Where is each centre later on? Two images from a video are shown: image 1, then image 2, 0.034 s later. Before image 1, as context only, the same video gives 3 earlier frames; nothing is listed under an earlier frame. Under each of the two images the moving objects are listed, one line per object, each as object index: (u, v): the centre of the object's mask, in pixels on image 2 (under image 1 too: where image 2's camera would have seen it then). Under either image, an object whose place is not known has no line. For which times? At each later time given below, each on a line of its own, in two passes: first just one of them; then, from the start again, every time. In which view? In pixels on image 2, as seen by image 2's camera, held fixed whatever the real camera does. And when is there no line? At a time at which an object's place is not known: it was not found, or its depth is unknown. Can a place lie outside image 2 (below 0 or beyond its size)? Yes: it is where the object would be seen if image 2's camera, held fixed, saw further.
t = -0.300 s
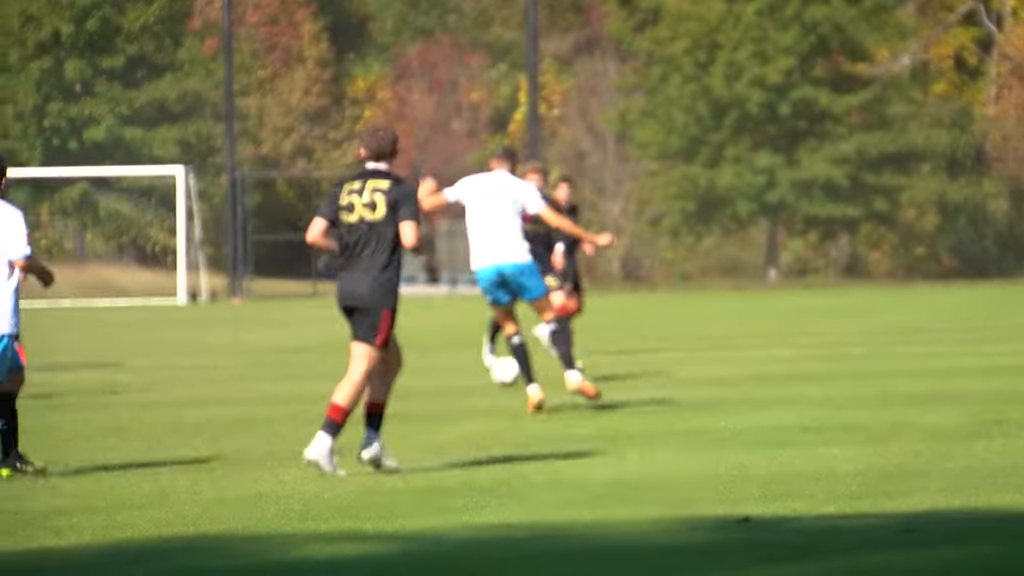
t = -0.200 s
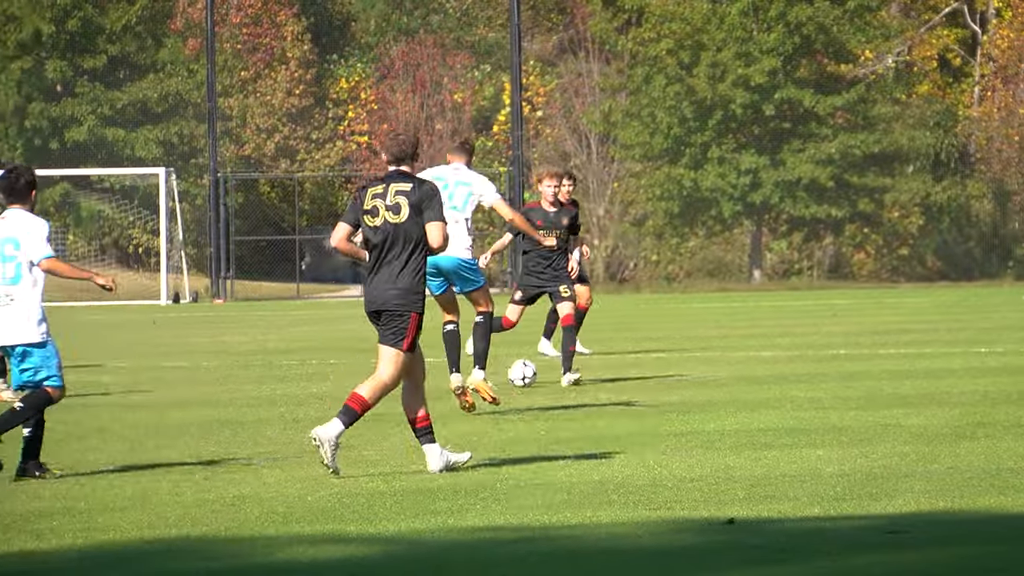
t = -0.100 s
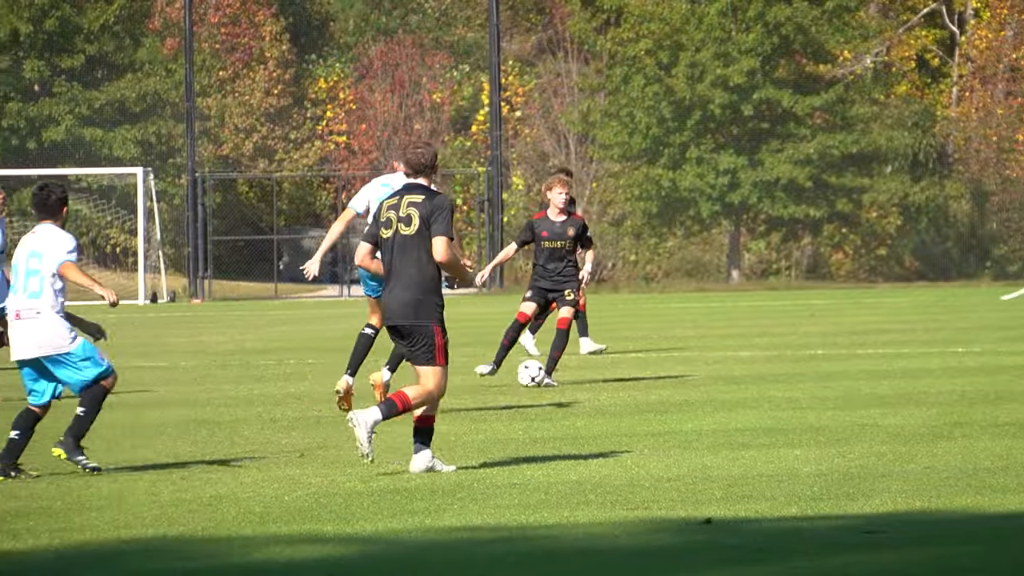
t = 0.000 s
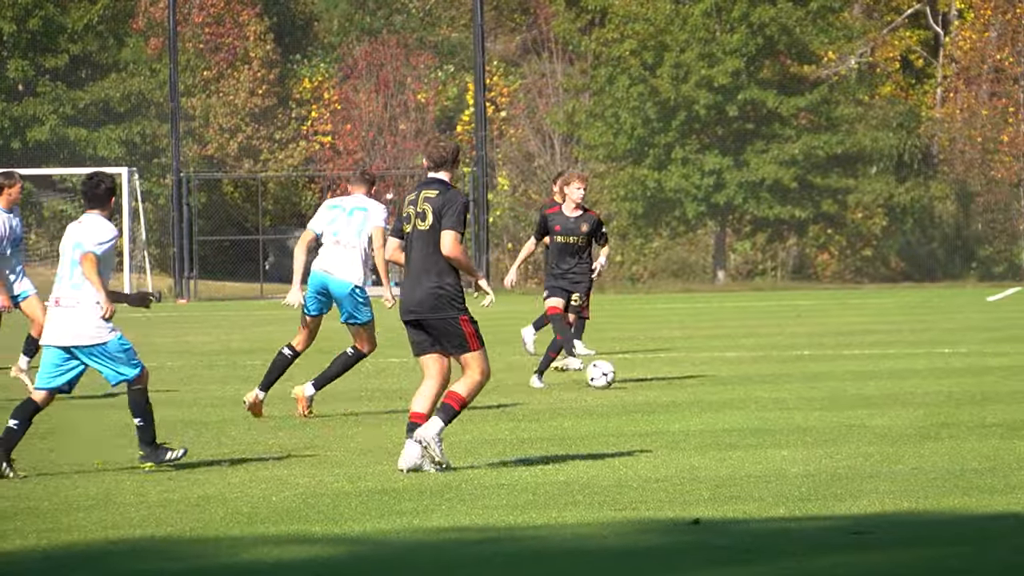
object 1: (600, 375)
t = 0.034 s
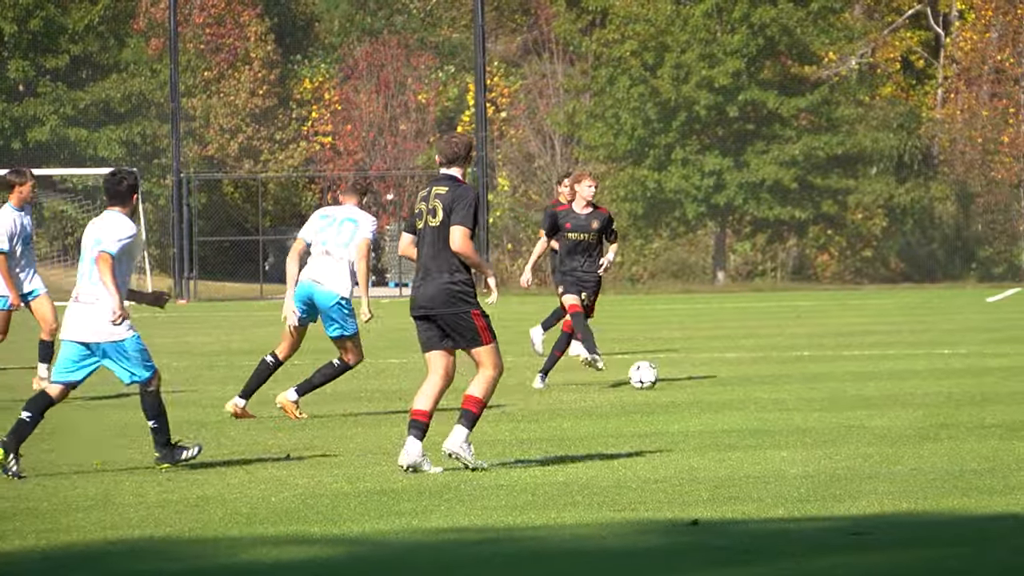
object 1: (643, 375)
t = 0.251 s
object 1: (920, 379)
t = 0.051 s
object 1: (665, 375)
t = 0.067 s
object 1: (686, 375)
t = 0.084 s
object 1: (707, 375)
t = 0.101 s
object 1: (729, 375)
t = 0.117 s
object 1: (750, 374)
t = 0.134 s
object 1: (771, 374)
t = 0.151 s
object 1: (792, 373)
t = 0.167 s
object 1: (813, 373)
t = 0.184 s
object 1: (835, 374)
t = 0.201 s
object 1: (855, 375)
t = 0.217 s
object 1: (877, 377)
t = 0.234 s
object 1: (899, 379)
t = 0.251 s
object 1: (920, 379)
